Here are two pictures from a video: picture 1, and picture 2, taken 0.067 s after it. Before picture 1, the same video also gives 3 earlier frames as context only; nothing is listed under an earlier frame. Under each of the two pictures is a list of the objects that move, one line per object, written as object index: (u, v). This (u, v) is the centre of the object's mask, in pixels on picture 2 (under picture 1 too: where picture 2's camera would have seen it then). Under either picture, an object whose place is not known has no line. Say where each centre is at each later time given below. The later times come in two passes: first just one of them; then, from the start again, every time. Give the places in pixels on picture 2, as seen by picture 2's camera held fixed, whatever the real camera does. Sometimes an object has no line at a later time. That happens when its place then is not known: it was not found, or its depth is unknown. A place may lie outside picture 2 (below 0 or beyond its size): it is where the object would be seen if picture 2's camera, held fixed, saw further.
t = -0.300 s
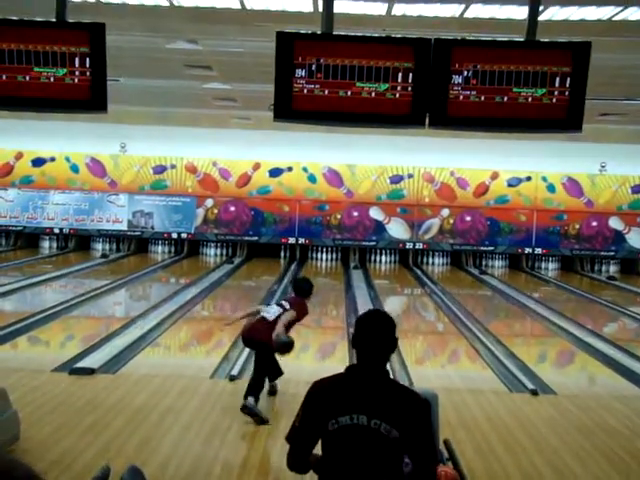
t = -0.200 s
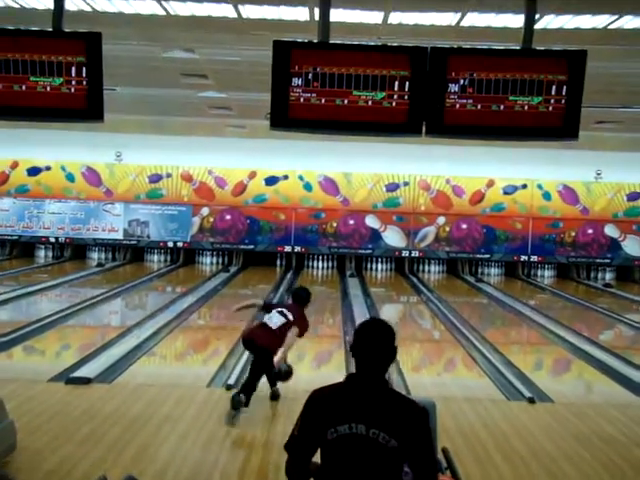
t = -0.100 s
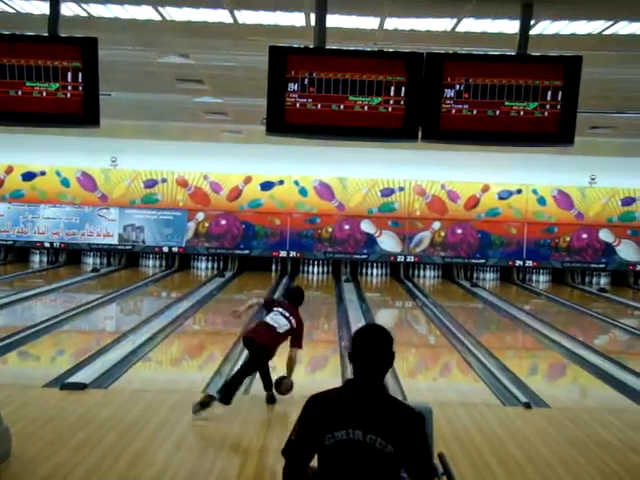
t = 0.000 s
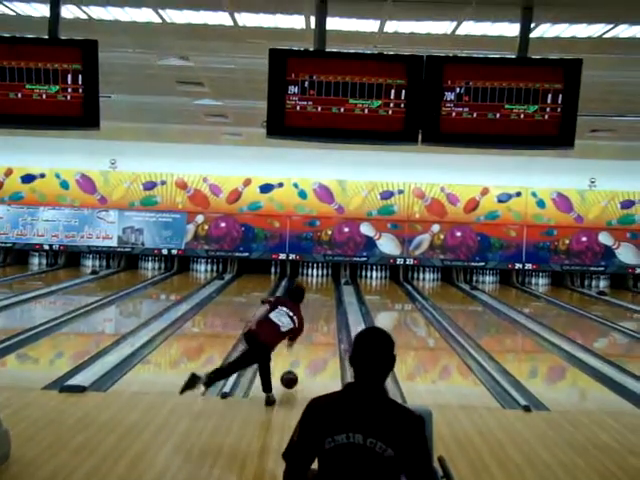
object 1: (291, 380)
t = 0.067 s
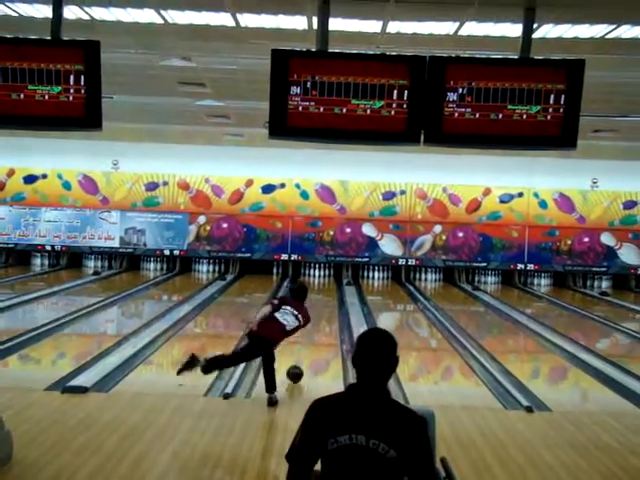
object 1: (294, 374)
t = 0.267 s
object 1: (304, 355)
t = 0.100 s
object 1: (296, 371)
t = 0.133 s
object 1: (298, 367)
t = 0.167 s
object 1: (300, 365)
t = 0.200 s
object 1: (301, 361)
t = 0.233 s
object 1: (303, 358)
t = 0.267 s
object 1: (304, 355)
